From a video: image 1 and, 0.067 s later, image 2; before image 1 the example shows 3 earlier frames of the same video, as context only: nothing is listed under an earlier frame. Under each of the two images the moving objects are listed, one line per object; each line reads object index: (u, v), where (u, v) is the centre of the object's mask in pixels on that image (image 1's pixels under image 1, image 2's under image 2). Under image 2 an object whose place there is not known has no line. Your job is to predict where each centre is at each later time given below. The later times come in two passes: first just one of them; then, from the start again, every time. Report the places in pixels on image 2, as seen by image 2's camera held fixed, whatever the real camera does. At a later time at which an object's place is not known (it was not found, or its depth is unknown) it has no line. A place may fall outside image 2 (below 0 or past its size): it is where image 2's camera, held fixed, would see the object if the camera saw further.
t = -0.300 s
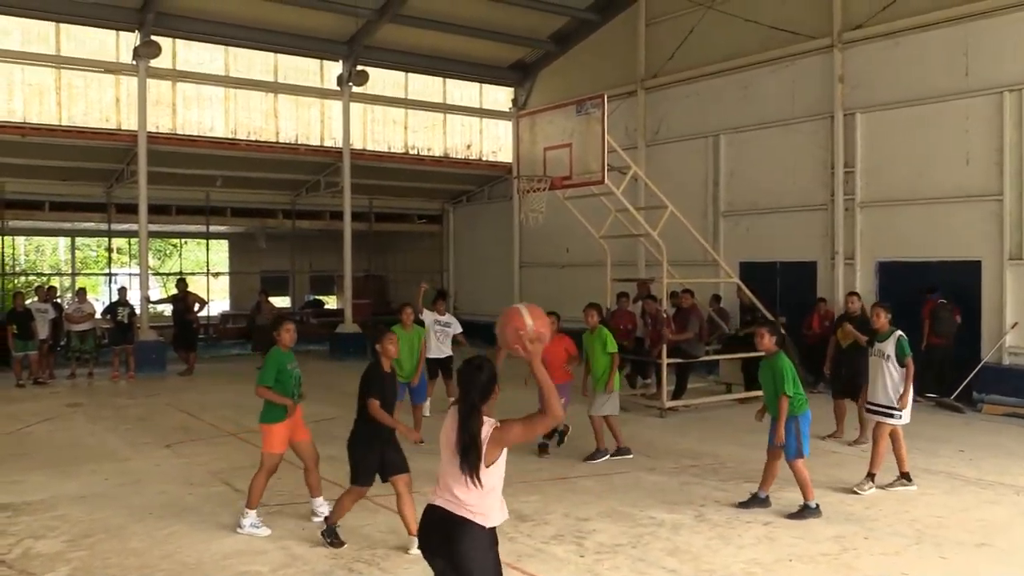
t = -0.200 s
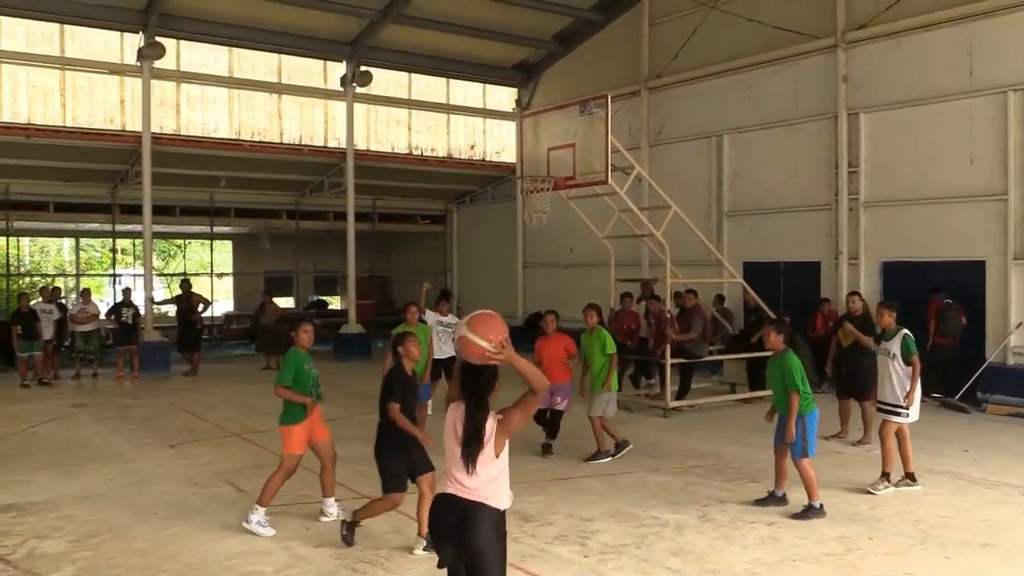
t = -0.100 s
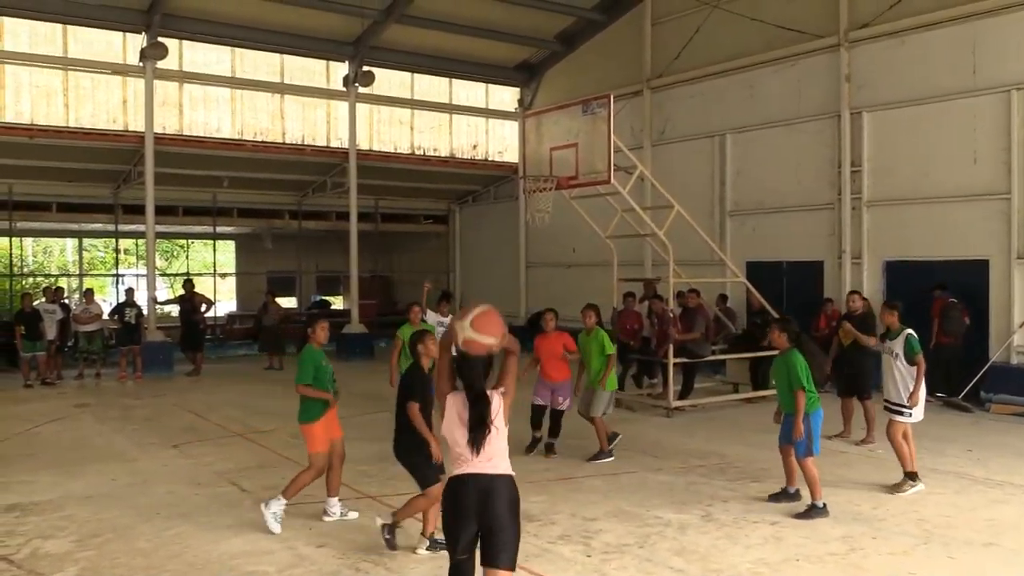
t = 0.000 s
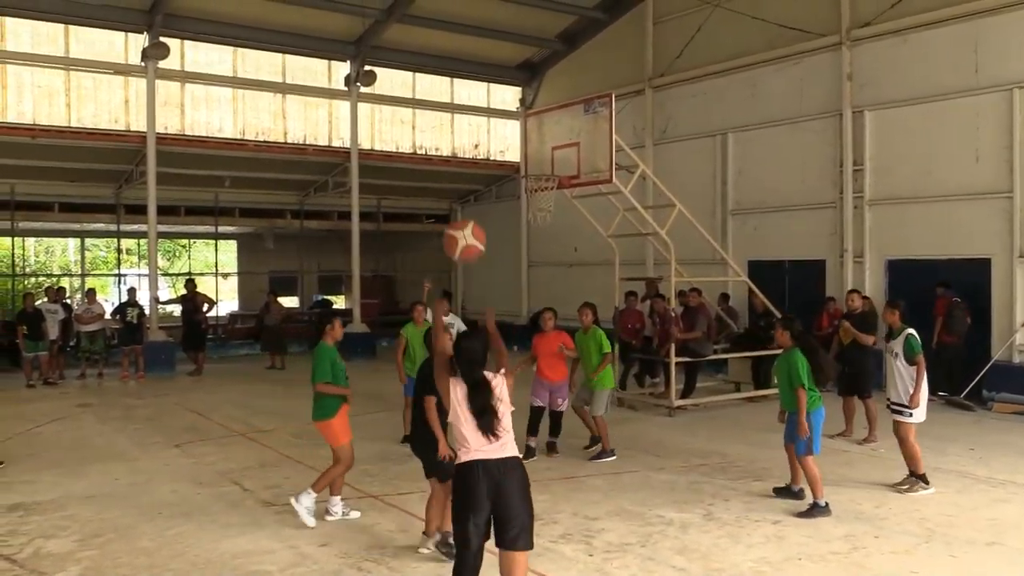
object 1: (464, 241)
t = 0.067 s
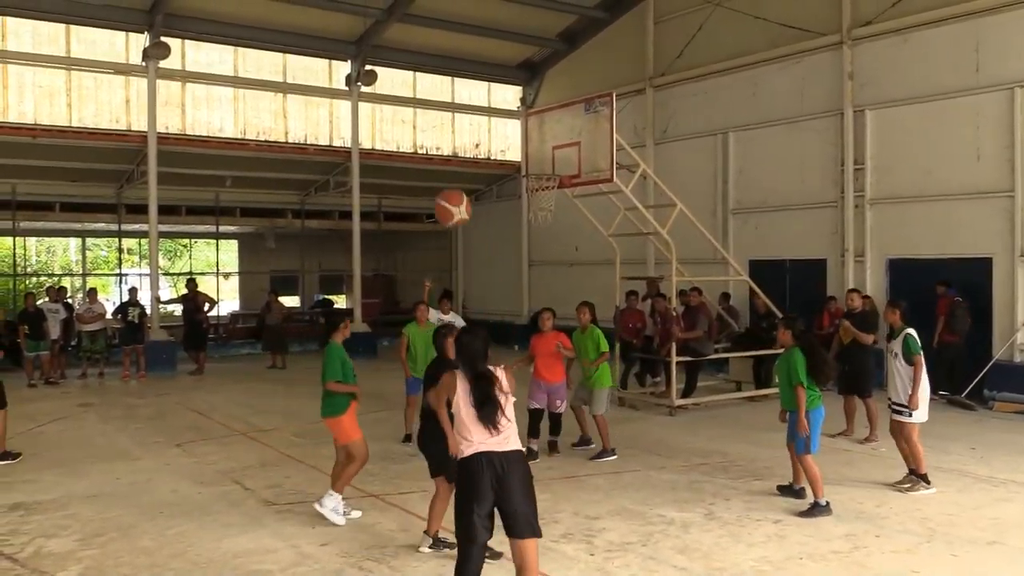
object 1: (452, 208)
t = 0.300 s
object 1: (425, 183)
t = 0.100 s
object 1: (447, 197)
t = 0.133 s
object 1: (442, 190)
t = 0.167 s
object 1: (438, 185)
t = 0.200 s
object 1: (434, 182)
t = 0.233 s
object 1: (431, 181)
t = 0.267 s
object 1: (428, 181)
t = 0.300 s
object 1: (425, 183)
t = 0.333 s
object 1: (421, 183)
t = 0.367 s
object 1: (419, 186)
